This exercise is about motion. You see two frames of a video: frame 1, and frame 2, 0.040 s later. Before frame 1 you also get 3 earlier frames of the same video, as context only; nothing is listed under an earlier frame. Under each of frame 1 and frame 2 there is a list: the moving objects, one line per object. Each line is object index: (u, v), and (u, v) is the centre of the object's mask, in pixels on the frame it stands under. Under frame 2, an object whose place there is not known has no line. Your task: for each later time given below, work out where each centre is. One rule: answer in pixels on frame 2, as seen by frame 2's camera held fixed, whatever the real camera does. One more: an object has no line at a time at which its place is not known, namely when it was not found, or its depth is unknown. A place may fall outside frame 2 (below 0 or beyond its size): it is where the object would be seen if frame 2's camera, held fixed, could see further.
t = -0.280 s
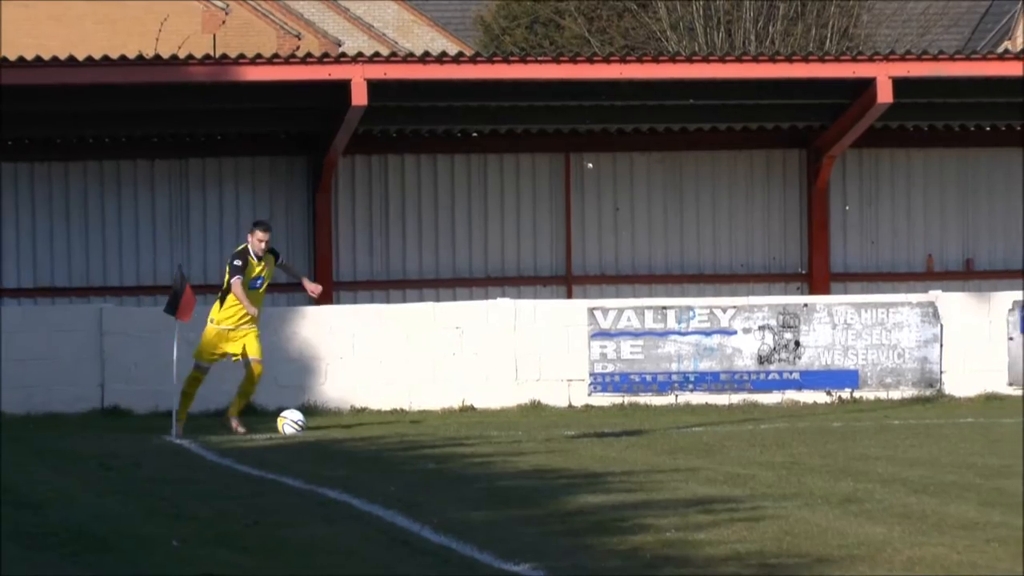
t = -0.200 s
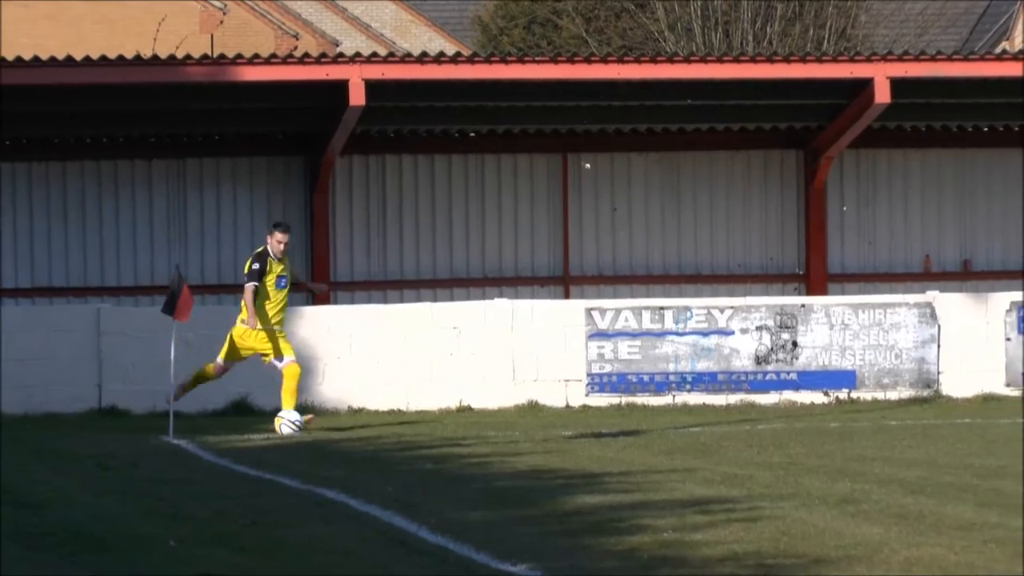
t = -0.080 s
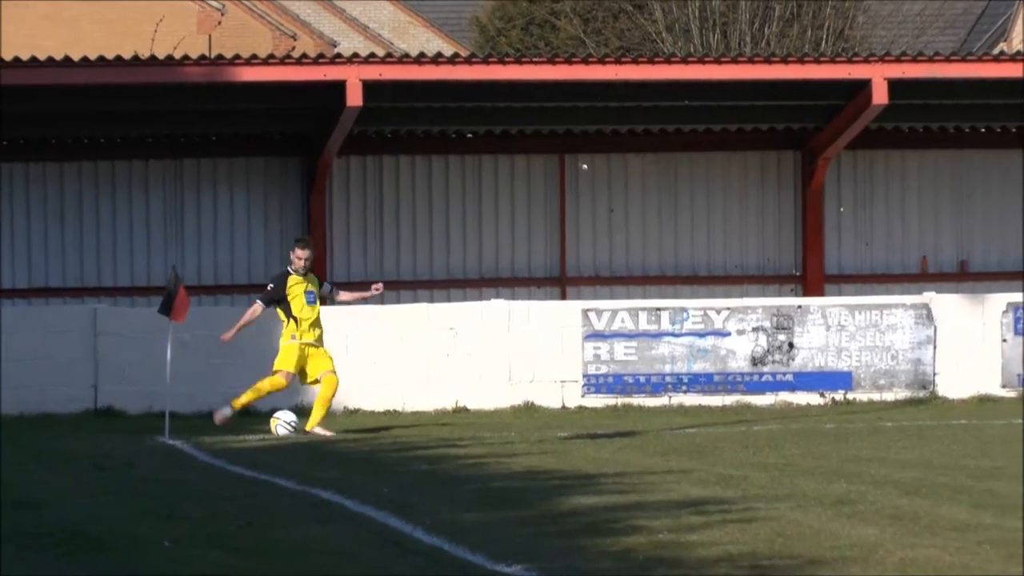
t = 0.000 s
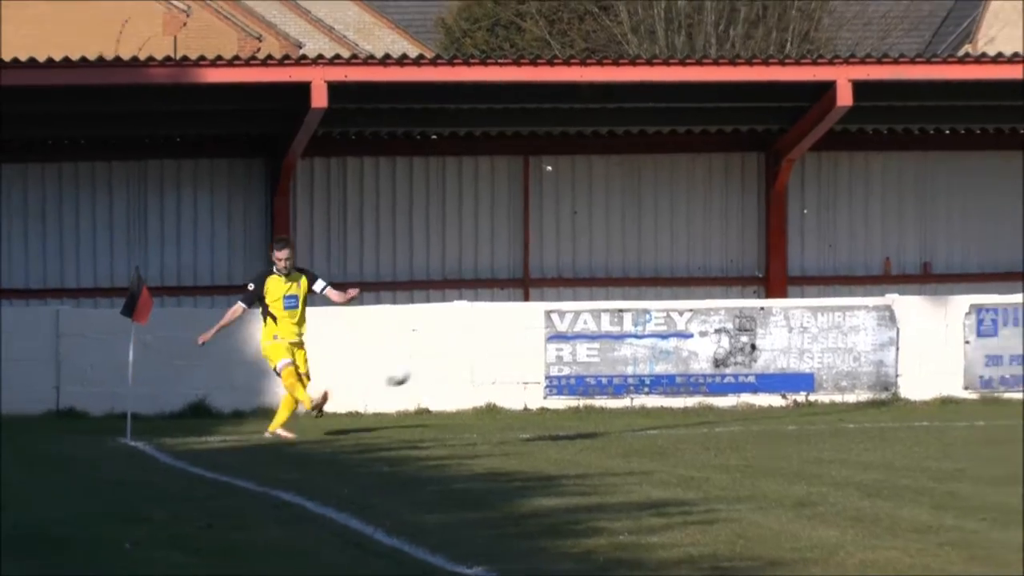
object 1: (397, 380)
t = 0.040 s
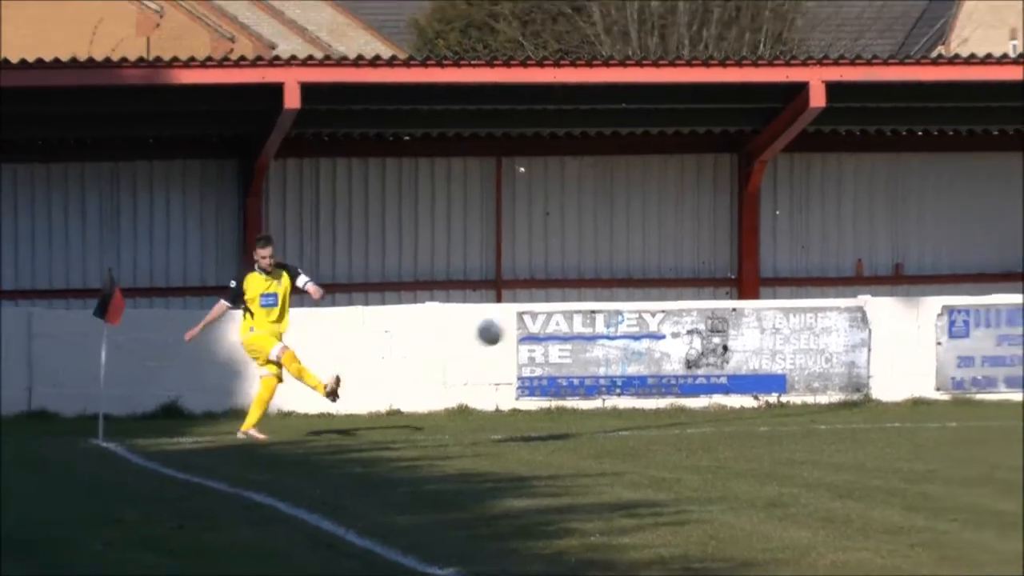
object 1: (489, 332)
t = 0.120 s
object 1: (727, 255)
